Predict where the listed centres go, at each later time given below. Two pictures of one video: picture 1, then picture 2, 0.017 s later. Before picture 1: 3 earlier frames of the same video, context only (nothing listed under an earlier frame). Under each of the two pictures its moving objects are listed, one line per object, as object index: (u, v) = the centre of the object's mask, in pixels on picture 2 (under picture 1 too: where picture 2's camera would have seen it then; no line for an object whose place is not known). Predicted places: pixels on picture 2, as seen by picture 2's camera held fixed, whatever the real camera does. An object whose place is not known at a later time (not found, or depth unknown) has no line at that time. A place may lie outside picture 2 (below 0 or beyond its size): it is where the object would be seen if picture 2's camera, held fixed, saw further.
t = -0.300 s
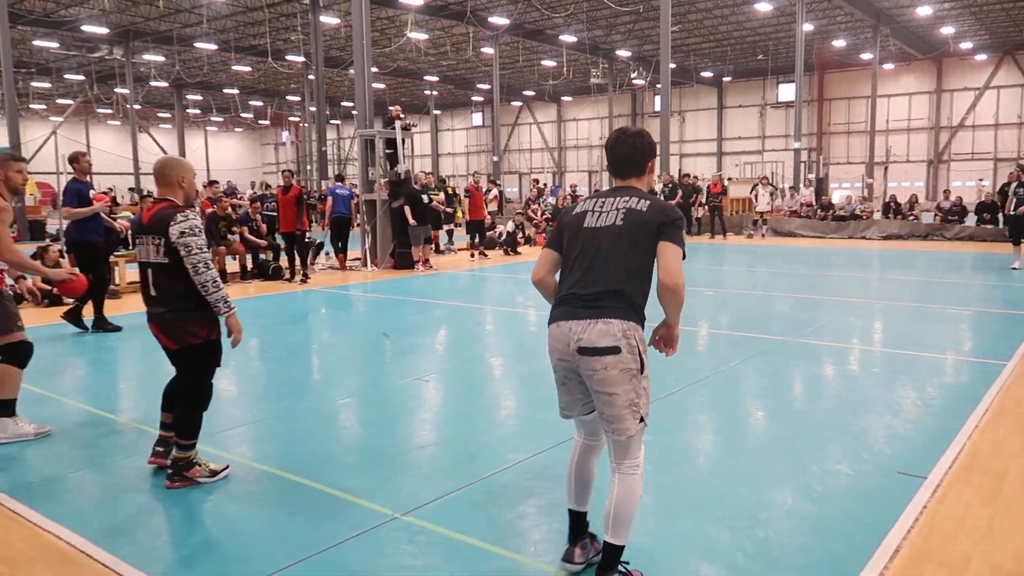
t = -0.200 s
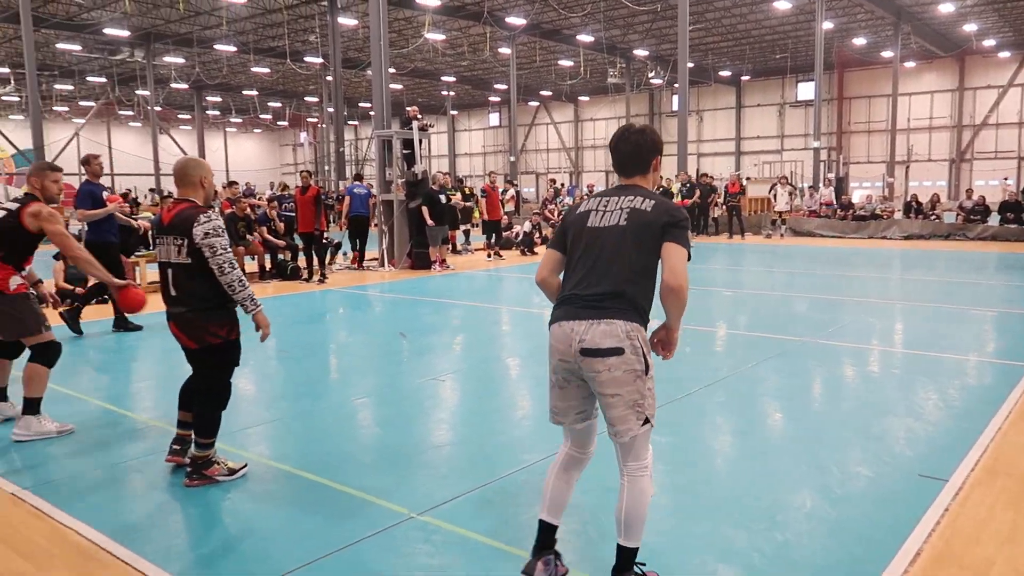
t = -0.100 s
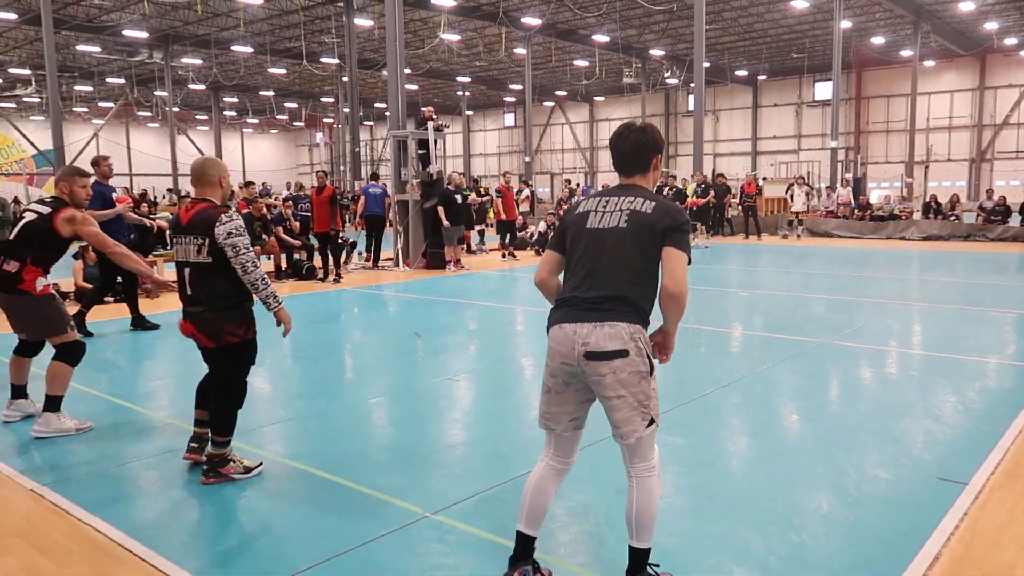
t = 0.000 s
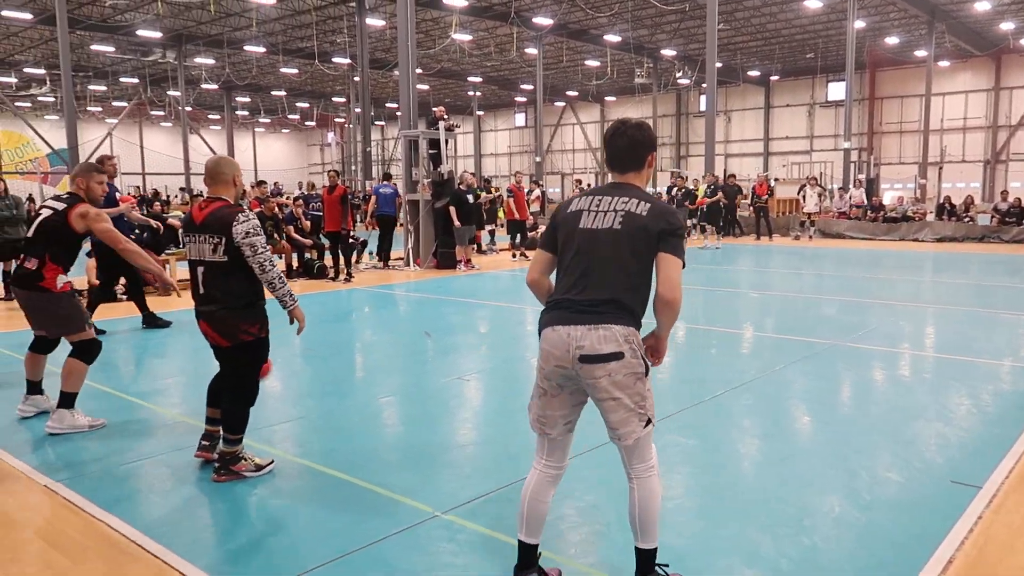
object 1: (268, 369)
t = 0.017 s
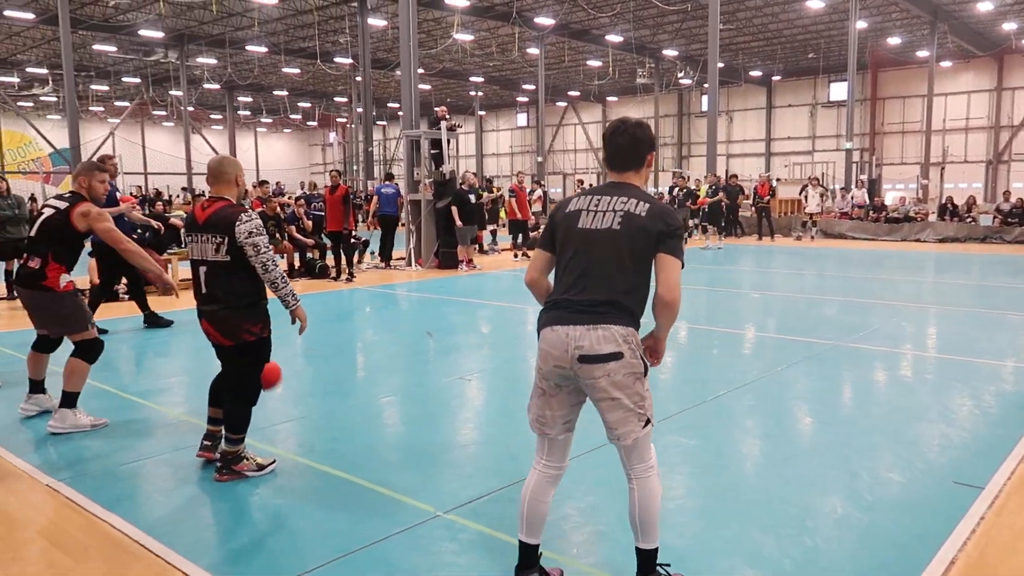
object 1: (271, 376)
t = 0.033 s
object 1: (275, 384)
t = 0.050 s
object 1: (284, 395)
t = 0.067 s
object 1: (293, 406)
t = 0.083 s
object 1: (302, 418)
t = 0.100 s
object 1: (312, 430)
